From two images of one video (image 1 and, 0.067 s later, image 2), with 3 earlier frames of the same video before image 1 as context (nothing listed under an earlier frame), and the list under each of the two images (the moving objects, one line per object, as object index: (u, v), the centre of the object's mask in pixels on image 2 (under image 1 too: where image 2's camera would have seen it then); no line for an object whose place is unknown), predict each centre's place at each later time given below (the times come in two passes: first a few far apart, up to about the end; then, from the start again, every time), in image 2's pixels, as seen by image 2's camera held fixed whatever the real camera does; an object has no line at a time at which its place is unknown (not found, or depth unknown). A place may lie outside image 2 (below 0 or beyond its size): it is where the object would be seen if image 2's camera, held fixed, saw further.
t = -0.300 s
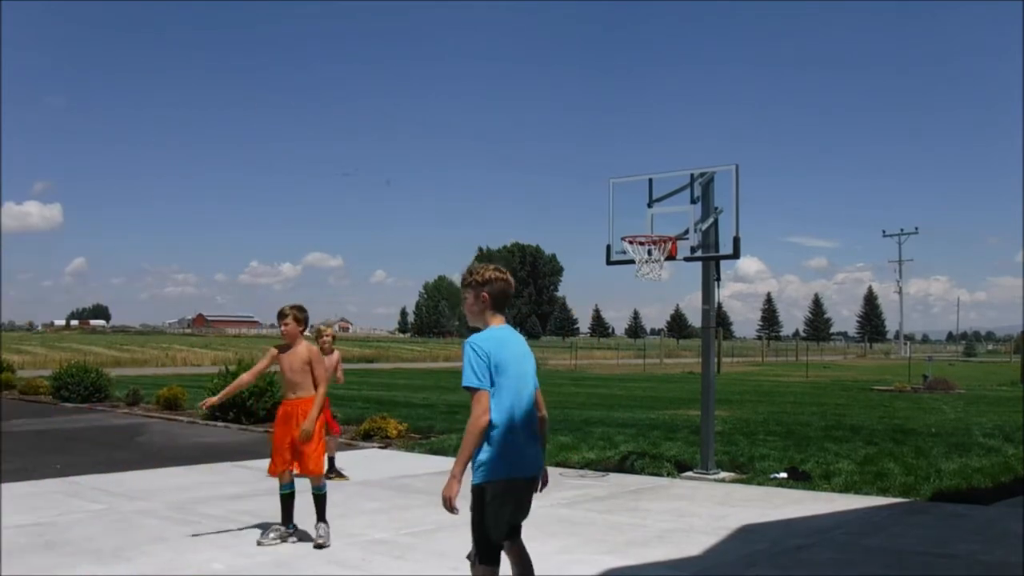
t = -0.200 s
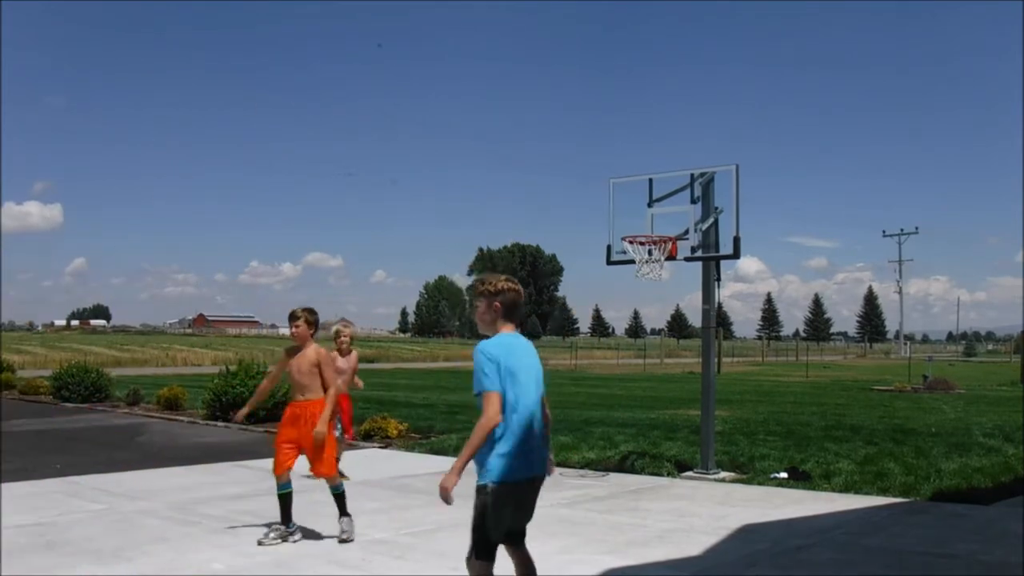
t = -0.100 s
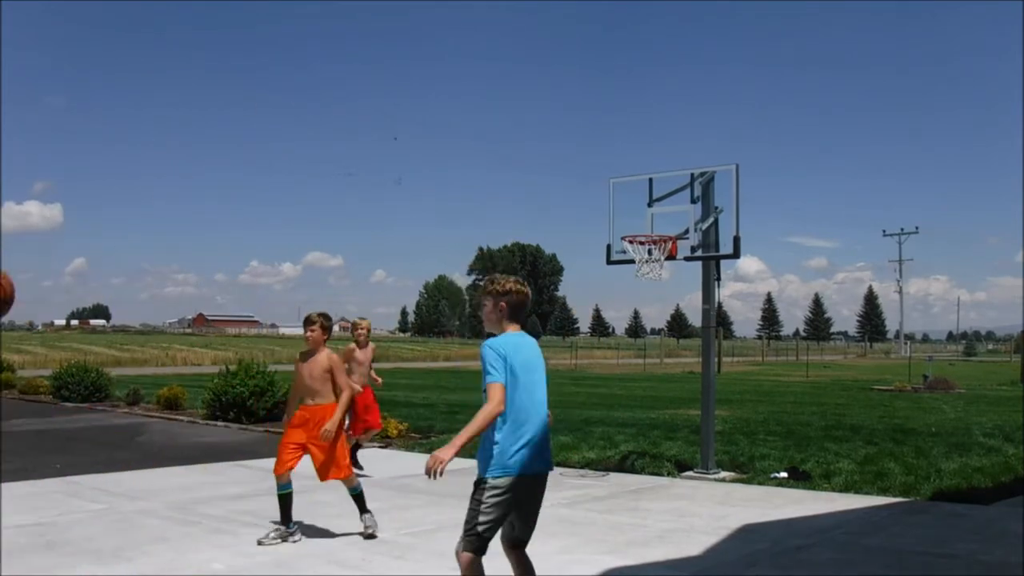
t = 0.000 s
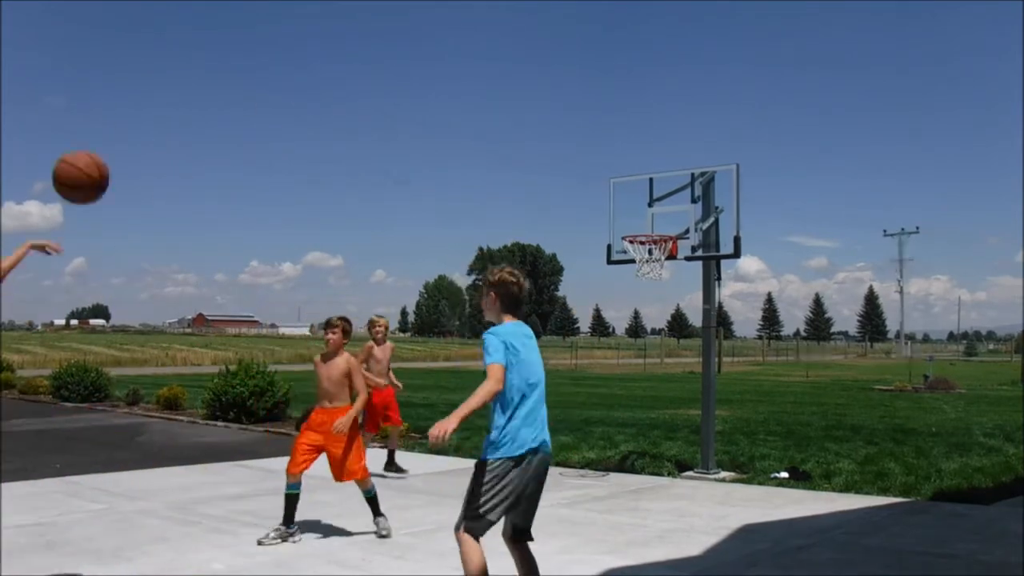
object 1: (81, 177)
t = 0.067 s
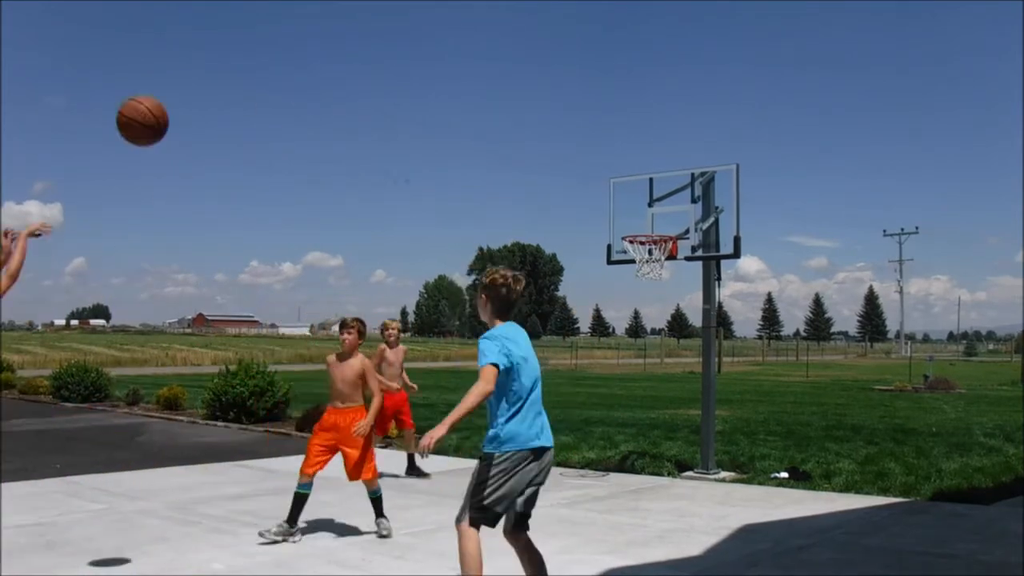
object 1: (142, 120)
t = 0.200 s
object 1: (244, 51)
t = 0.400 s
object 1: (358, 25)
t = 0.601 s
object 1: (443, 57)
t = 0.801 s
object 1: (509, 132)
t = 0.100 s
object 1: (170, 99)
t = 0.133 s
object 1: (196, 79)
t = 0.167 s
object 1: (221, 64)
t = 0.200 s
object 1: (244, 51)
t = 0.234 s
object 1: (266, 42)
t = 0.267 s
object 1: (286, 34)
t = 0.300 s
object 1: (306, 29)
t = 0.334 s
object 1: (324, 25)
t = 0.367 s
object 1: (342, 25)
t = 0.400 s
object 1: (358, 25)
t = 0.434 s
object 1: (374, 26)
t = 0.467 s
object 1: (389, 30)
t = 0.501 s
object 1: (404, 35)
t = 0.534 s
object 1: (417, 41)
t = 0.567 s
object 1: (431, 49)
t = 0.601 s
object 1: (443, 57)
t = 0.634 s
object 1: (455, 67)
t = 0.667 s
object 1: (467, 78)
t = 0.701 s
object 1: (478, 90)
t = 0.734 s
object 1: (489, 103)
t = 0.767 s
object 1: (499, 117)
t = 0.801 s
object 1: (509, 132)
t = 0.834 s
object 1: (519, 148)
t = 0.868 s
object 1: (528, 164)
